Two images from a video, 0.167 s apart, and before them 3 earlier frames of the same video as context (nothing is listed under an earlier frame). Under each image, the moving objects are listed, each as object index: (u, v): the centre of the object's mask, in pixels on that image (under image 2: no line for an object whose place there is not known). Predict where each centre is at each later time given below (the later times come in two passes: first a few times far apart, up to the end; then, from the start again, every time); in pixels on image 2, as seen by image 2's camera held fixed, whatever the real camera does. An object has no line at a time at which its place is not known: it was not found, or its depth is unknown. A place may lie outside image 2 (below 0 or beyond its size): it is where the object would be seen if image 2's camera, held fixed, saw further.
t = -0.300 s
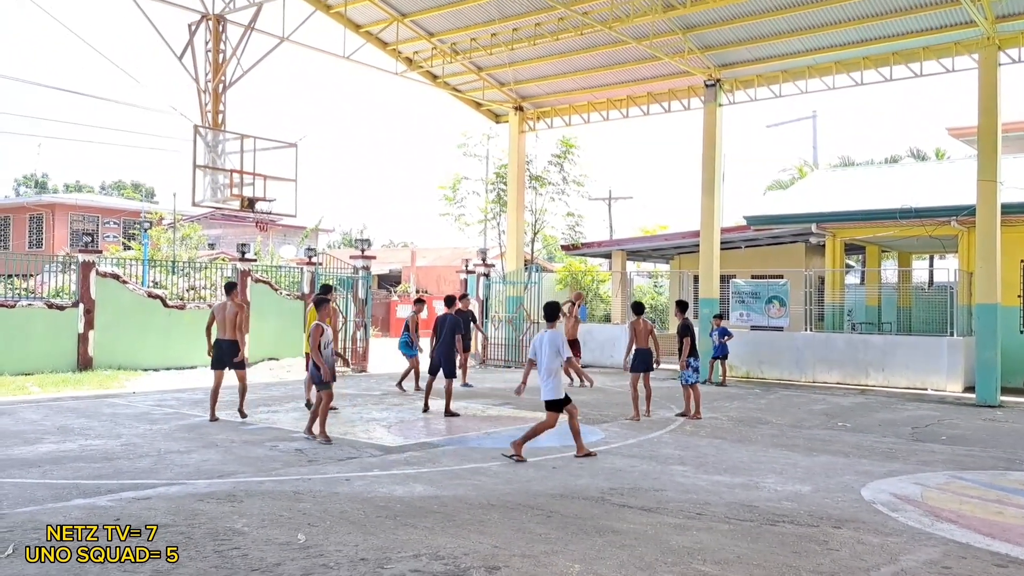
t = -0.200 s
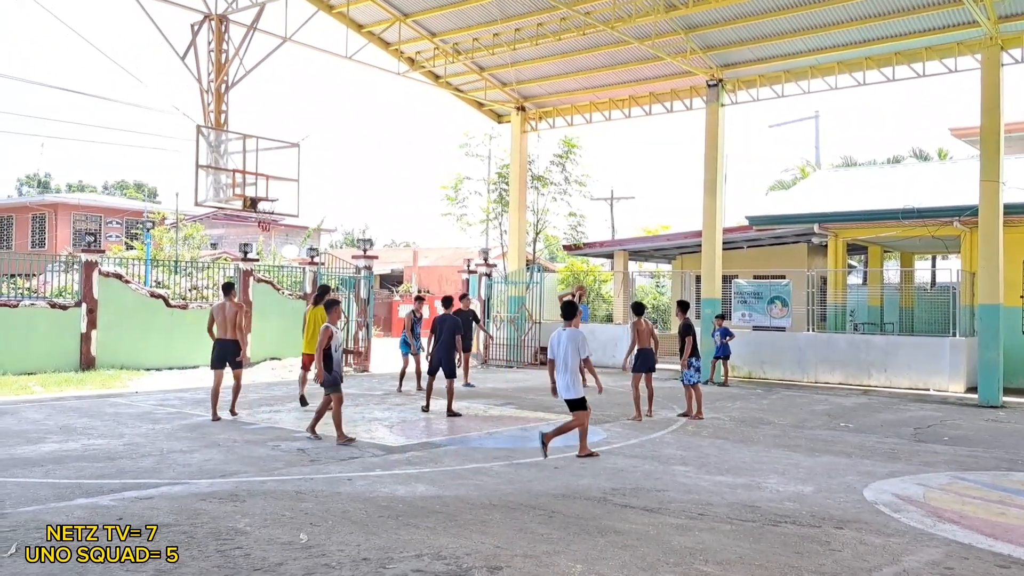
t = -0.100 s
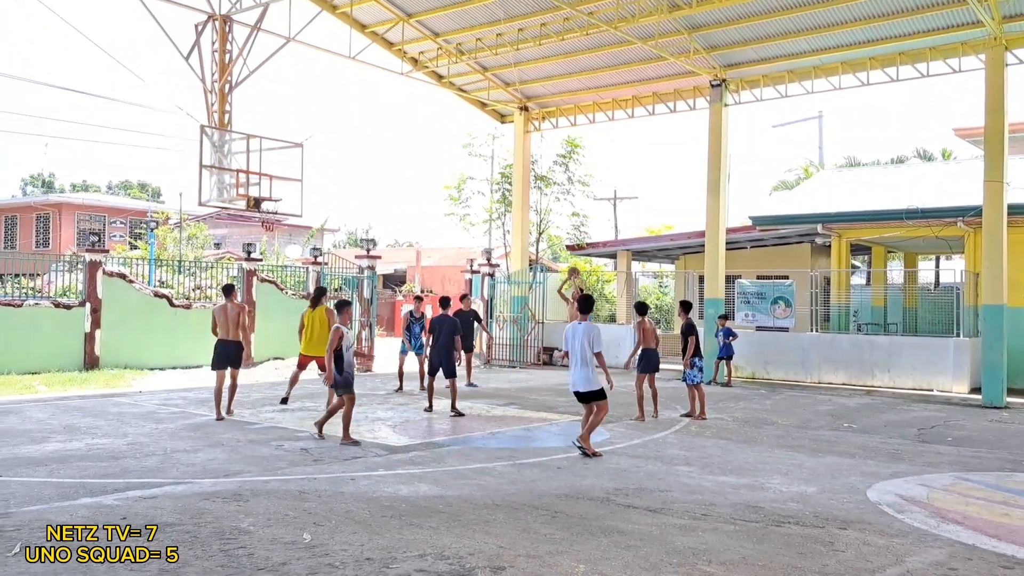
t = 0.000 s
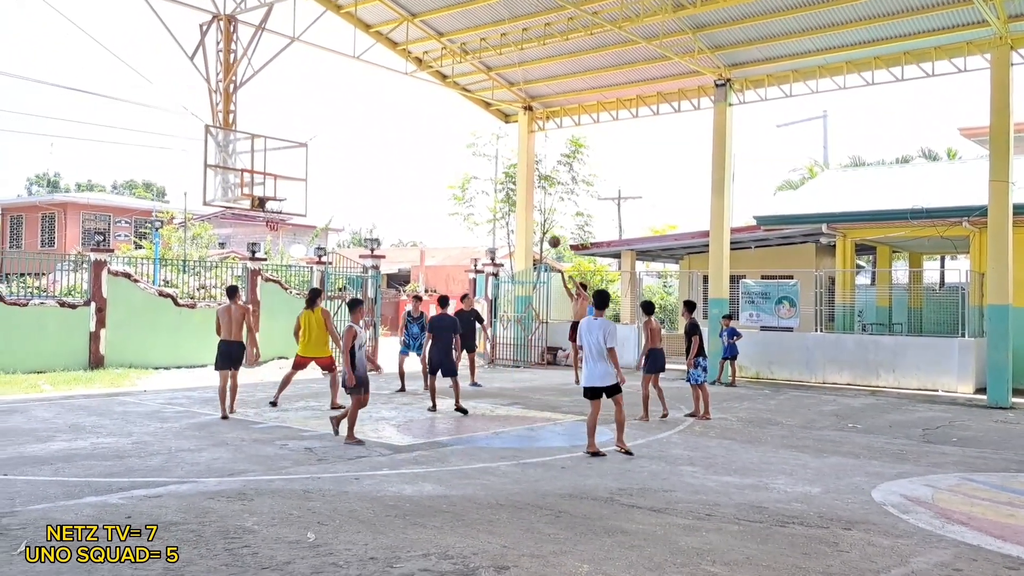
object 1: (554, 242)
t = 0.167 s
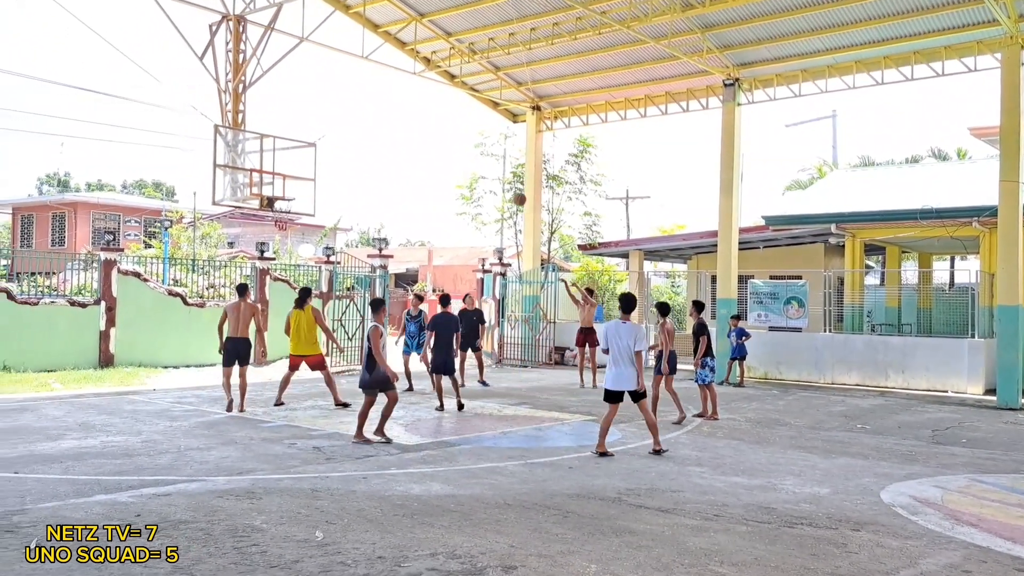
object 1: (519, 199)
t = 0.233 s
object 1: (502, 186)
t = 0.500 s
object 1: (428, 156)
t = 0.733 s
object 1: (358, 161)
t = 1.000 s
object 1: (282, 182)
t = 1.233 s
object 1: (248, 166)
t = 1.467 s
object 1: (234, 180)
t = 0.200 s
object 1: (511, 192)
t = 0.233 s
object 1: (502, 186)
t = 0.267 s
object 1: (493, 180)
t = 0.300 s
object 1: (484, 175)
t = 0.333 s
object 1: (475, 171)
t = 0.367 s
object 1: (466, 166)
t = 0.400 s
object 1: (457, 163)
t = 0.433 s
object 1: (447, 160)
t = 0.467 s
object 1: (438, 158)
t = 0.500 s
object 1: (428, 156)
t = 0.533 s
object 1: (418, 154)
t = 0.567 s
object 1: (409, 154)
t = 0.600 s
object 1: (399, 154)
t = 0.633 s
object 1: (389, 154)
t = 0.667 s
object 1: (379, 156)
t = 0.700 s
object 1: (369, 158)
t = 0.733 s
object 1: (358, 161)
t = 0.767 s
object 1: (348, 164)
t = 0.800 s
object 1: (337, 168)
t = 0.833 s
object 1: (326, 173)
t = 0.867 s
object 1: (315, 179)
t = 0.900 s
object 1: (304, 186)
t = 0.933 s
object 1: (294, 192)
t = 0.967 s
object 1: (288, 187)
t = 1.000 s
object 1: (282, 182)
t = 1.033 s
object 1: (276, 179)
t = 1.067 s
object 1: (270, 175)
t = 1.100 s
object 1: (263, 172)
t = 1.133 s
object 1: (257, 171)
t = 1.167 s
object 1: (252, 169)
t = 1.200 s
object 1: (249, 167)
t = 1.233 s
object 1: (248, 166)
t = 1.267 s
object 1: (246, 166)
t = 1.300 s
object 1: (244, 166)
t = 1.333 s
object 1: (242, 168)
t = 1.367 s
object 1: (240, 169)
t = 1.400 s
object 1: (238, 172)
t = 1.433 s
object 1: (237, 176)
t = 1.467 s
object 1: (234, 180)
